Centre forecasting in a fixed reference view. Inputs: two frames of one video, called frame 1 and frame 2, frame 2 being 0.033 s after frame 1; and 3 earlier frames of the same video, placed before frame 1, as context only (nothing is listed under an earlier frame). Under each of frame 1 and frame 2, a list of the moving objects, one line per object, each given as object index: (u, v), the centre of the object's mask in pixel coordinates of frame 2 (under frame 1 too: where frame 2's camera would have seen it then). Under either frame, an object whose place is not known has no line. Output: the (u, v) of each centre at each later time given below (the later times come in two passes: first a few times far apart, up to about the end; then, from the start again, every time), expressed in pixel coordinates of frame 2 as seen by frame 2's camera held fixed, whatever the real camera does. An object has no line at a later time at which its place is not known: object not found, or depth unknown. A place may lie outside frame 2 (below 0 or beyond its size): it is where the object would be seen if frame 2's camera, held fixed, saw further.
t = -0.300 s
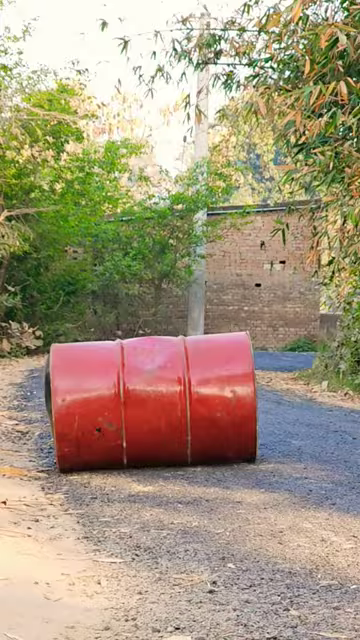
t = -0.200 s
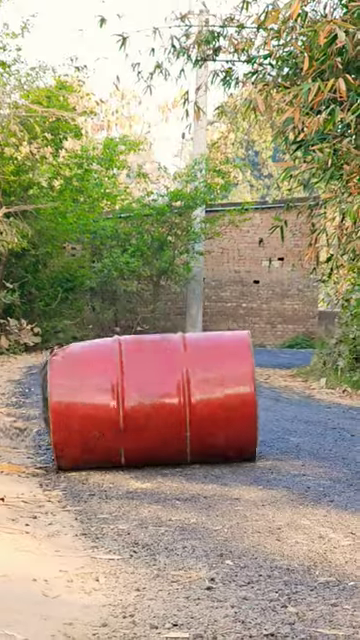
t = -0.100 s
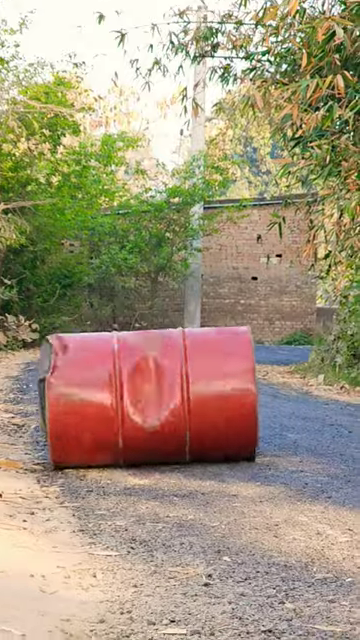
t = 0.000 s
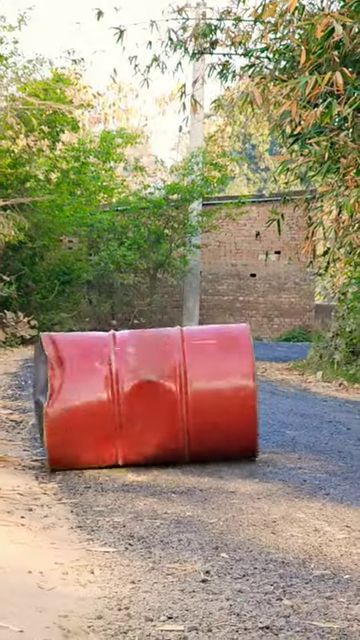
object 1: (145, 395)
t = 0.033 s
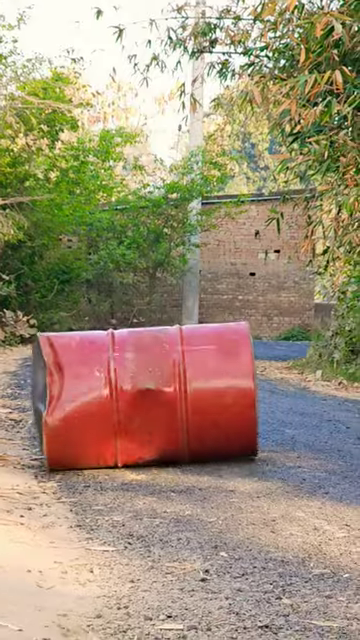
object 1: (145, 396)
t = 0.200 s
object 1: (145, 398)
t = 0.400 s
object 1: (150, 404)
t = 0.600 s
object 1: (151, 409)
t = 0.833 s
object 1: (152, 415)
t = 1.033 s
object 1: (154, 419)
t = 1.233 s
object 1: (156, 423)
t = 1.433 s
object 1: (157, 426)
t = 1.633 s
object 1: (159, 430)
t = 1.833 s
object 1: (161, 434)
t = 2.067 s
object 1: (167, 441)
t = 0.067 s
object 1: (144, 397)
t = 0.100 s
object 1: (144, 396)
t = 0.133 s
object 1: (144, 396)
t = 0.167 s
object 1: (145, 397)
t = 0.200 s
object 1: (145, 398)
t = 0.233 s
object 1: (146, 399)
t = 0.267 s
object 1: (148, 401)
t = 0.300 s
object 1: (148, 402)
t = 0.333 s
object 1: (149, 403)
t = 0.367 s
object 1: (150, 403)
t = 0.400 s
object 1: (150, 404)
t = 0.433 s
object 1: (151, 405)
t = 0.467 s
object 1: (151, 406)
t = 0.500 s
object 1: (152, 406)
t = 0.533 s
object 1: (151, 407)
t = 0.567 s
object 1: (151, 409)
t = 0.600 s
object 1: (151, 409)
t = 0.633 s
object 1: (150, 410)
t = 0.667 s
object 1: (150, 410)
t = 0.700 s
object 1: (150, 411)
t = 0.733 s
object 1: (151, 412)
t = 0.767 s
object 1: (151, 413)
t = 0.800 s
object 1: (152, 414)
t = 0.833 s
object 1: (152, 415)
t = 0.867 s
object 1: (153, 415)
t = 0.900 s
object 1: (153, 416)
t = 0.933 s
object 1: (154, 416)
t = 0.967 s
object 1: (154, 417)
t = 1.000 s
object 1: (154, 418)
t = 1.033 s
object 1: (154, 419)
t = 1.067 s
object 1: (155, 420)
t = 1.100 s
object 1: (155, 421)
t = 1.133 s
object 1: (156, 421)
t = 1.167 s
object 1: (156, 422)
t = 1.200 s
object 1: (156, 422)
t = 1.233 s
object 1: (156, 423)
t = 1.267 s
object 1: (157, 424)
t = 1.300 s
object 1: (158, 424)
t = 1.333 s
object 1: (158, 425)
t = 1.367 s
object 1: (158, 425)
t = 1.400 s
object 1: (158, 426)
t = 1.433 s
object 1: (157, 426)
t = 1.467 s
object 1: (156, 426)
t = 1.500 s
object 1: (156, 427)
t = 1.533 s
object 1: (157, 428)
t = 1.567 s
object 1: (157, 429)
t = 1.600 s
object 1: (158, 430)
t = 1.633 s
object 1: (159, 430)
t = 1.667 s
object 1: (159, 431)
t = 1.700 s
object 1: (159, 430)
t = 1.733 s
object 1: (158, 431)
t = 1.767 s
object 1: (159, 432)
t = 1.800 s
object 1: (160, 433)
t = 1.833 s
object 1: (161, 434)
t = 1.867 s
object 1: (162, 436)
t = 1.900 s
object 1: (163, 436)
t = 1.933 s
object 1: (164, 437)
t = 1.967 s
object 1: (165, 437)
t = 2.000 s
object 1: (166, 438)
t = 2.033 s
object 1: (166, 440)
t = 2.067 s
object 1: (167, 441)
